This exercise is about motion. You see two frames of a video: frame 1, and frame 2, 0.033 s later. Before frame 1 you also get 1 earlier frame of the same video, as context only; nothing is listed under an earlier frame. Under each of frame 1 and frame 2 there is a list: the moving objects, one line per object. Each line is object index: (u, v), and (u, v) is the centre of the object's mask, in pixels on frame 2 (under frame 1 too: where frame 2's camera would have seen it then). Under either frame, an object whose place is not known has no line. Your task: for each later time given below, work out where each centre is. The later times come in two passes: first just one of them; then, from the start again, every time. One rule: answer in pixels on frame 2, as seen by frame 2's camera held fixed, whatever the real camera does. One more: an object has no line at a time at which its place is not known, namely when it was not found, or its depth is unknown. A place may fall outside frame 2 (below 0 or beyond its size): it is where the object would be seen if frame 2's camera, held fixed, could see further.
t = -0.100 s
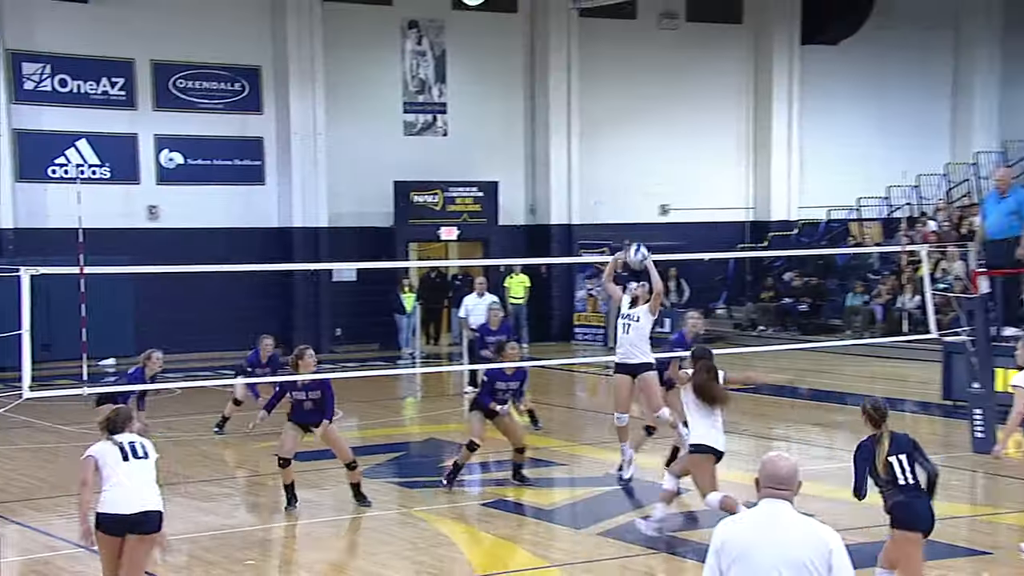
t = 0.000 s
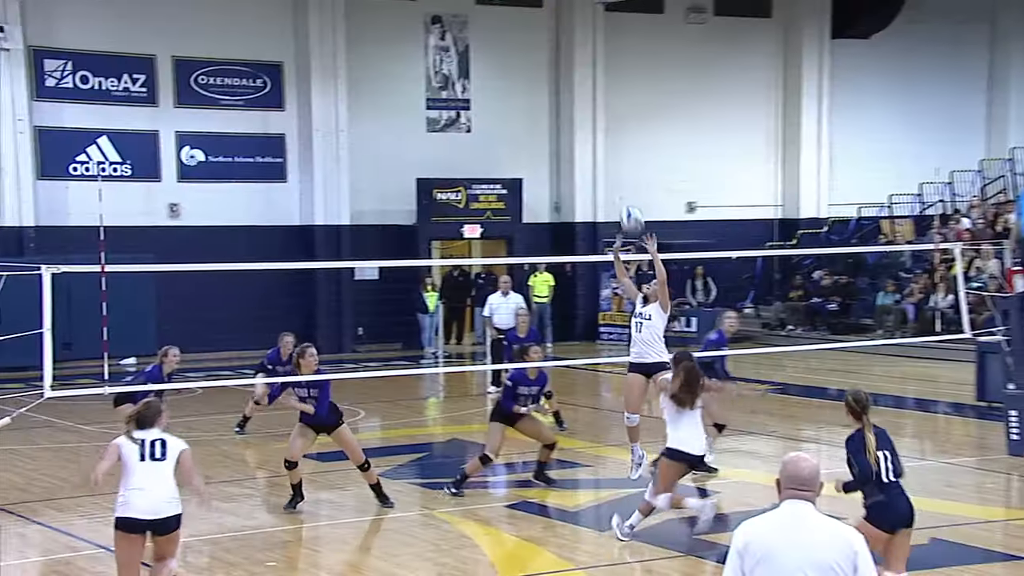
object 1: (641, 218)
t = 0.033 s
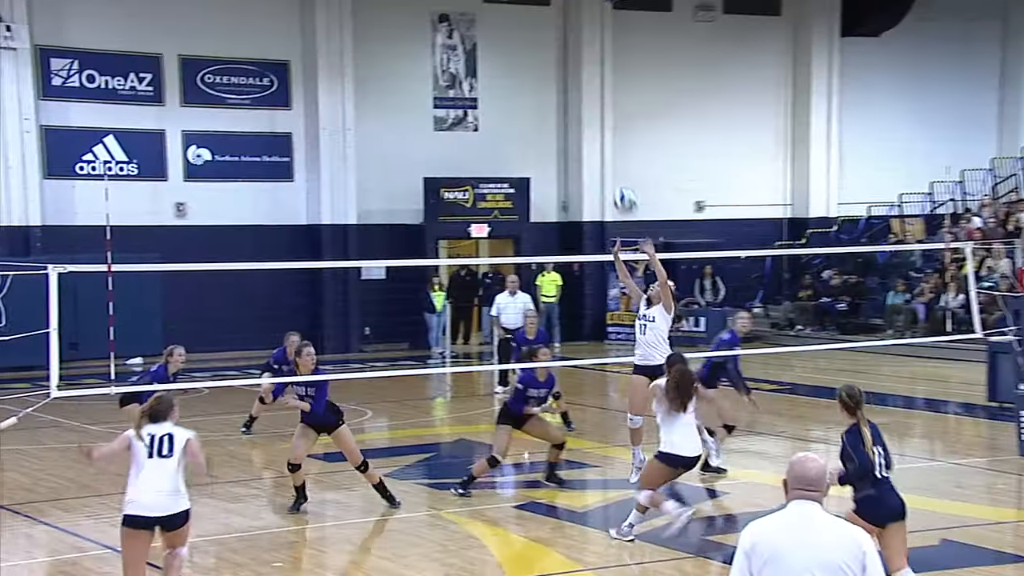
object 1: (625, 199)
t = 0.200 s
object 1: (552, 128)
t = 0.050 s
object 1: (618, 192)
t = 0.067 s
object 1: (611, 184)
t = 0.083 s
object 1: (603, 175)
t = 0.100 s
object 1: (596, 169)
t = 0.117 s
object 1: (588, 161)
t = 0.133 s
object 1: (582, 153)
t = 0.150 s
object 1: (574, 145)
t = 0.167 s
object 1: (567, 140)
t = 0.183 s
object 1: (560, 134)
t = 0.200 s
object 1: (552, 128)
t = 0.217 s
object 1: (545, 123)
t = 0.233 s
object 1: (538, 117)
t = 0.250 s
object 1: (530, 112)
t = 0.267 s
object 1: (522, 108)
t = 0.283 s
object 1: (516, 104)
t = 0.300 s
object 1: (509, 99)
